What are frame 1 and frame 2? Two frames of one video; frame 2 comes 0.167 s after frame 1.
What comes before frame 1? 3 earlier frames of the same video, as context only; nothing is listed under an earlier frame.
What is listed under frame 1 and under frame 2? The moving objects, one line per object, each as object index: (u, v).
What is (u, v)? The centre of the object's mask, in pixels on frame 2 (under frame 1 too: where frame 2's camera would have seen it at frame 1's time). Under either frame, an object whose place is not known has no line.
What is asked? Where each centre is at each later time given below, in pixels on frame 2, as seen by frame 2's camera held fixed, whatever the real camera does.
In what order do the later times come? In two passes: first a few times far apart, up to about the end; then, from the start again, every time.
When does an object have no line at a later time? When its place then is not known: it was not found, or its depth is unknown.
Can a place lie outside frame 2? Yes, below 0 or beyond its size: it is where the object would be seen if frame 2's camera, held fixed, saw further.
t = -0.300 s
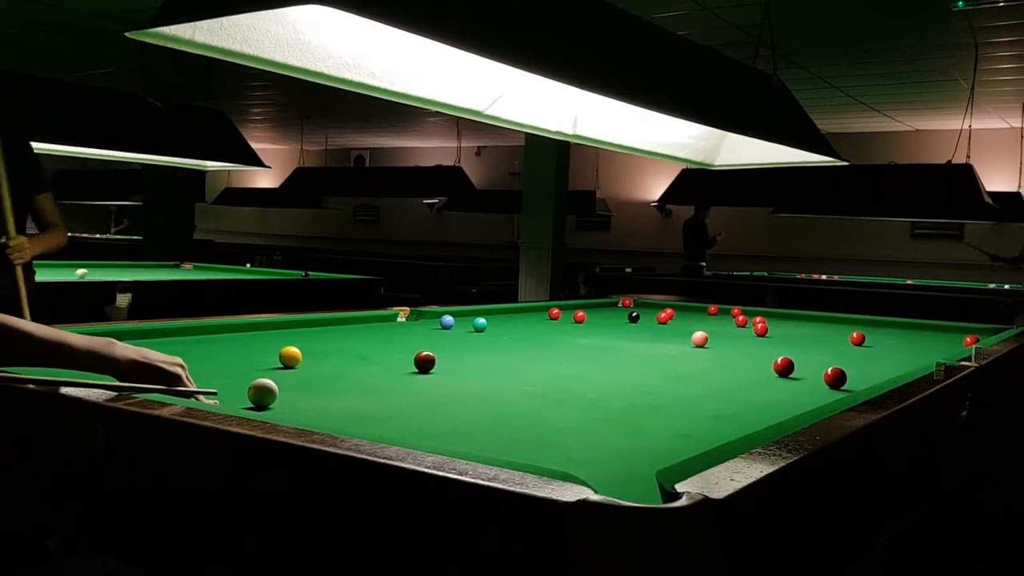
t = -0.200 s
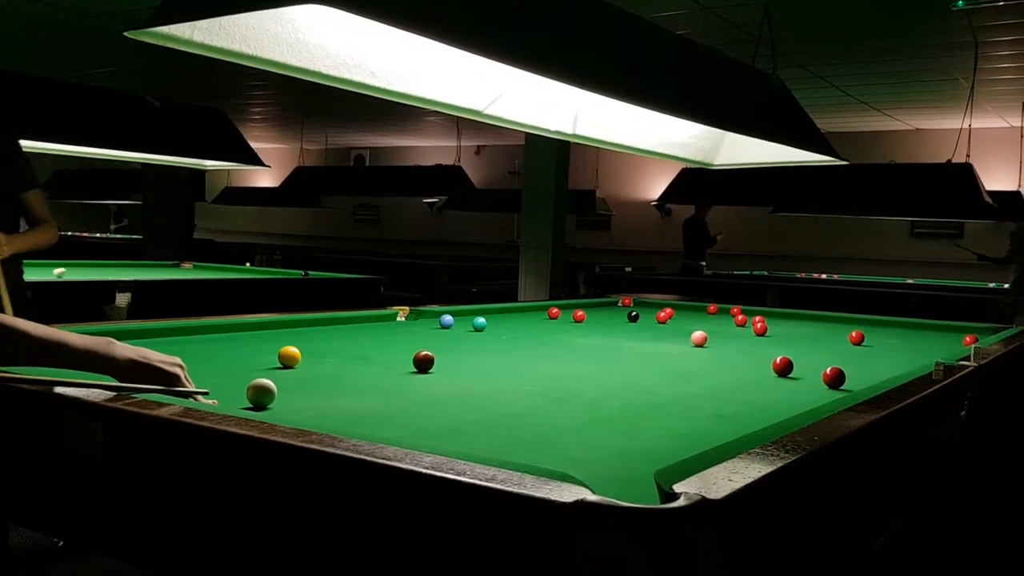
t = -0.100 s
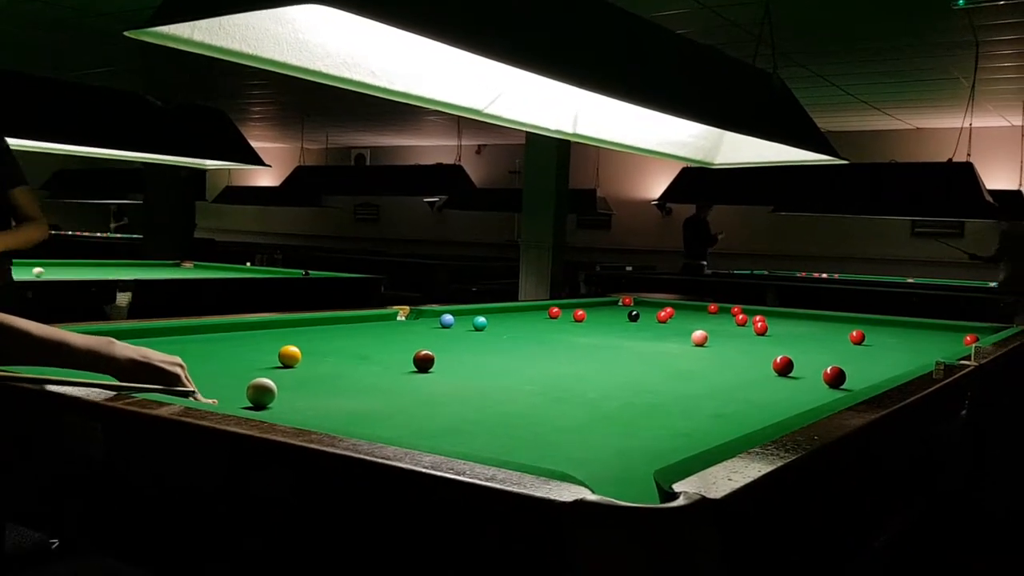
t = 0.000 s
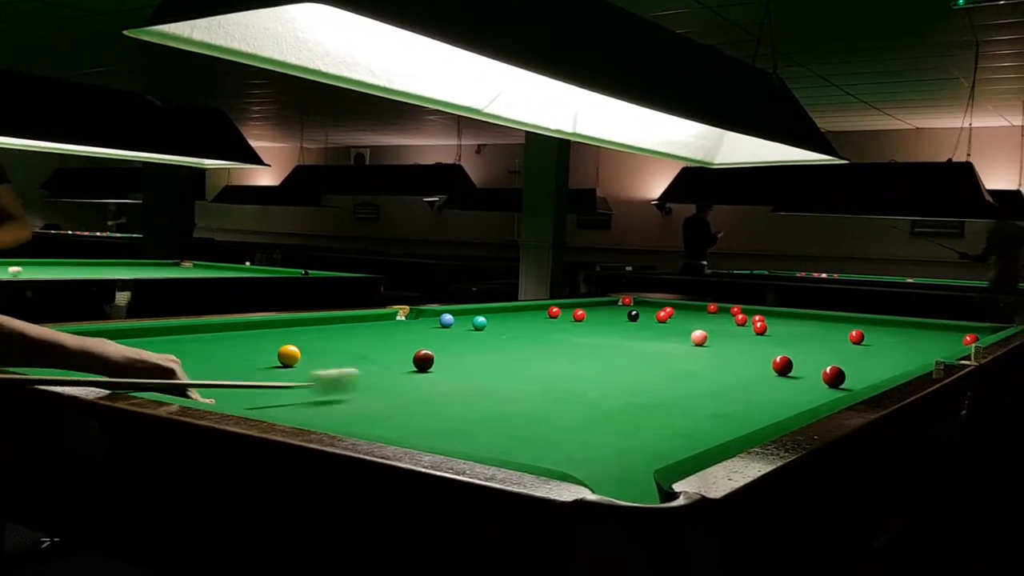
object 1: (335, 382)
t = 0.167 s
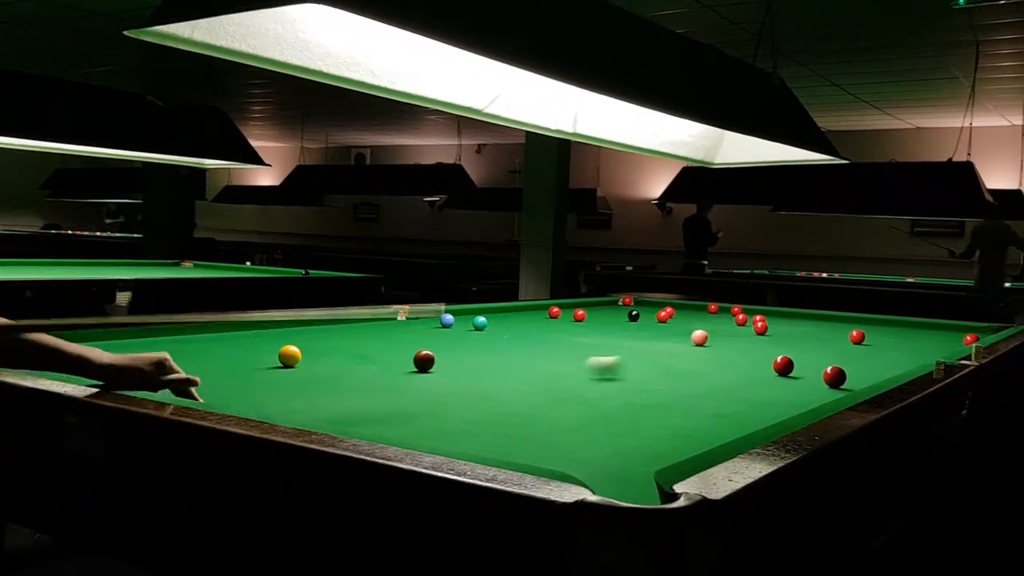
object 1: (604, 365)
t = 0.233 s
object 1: (681, 362)
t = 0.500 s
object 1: (892, 348)
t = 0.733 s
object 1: (959, 340)
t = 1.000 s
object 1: (921, 336)
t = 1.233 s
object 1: (903, 331)
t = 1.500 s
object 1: (883, 326)
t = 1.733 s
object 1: (867, 323)
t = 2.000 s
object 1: (852, 320)
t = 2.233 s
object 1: (840, 317)
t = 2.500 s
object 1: (821, 315)
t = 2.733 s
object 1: (795, 314)
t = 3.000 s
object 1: (767, 313)
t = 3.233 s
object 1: (743, 311)
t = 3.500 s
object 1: (717, 311)
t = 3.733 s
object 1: (696, 311)
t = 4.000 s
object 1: (675, 309)
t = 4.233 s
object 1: (654, 309)
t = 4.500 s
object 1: (636, 307)
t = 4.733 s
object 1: (619, 308)
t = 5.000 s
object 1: (602, 307)
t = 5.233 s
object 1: (589, 306)
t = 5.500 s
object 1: (576, 306)
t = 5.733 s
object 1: (566, 306)
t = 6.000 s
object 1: (555, 304)
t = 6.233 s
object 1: (555, 304)
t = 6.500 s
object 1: (557, 305)
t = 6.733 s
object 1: (558, 305)
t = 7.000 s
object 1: (559, 305)
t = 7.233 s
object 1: (559, 305)
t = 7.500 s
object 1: (559, 305)
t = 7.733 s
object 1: (560, 306)
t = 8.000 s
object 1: (560, 306)
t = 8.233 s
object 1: (560, 306)
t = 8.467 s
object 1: (559, 306)
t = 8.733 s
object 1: (559, 306)
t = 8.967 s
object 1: (560, 305)
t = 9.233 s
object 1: (559, 305)
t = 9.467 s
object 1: (559, 306)
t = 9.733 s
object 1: (559, 306)
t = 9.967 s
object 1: (559, 306)
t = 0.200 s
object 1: (644, 363)
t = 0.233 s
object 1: (681, 362)
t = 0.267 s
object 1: (716, 360)
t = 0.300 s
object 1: (747, 357)
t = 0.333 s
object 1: (774, 352)
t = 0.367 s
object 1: (802, 354)
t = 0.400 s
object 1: (827, 352)
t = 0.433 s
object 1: (851, 351)
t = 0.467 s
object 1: (872, 349)
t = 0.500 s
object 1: (892, 348)
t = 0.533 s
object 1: (911, 347)
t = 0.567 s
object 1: (928, 346)
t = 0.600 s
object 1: (944, 345)
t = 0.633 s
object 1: (960, 343)
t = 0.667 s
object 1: (970, 341)
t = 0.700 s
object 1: (965, 340)
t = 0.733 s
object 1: (959, 340)
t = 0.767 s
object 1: (952, 340)
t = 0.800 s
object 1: (946, 339)
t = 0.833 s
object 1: (940, 339)
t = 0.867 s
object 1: (935, 338)
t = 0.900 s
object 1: (931, 337)
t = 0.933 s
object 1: (927, 337)
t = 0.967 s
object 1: (924, 336)
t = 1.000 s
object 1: (921, 336)
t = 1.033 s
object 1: (919, 335)
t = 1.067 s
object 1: (916, 334)
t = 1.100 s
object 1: (913, 334)
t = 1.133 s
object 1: (910, 333)
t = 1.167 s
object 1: (908, 332)
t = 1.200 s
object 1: (905, 332)
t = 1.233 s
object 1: (903, 331)
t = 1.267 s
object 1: (900, 331)
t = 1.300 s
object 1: (897, 330)
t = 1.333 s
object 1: (895, 329)
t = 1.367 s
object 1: (892, 329)
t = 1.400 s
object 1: (890, 328)
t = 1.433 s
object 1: (888, 328)
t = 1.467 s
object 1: (885, 327)
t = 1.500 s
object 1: (883, 326)
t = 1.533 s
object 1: (881, 326)
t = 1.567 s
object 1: (879, 325)
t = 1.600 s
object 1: (877, 325)
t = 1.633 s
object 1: (875, 324)
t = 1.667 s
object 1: (872, 324)
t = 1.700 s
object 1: (870, 323)
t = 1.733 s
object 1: (867, 323)
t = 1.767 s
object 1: (866, 322)
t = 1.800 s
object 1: (864, 322)
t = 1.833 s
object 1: (862, 322)
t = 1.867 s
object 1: (860, 321)
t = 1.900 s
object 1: (858, 321)
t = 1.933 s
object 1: (856, 320)
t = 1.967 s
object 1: (854, 320)
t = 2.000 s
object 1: (852, 320)
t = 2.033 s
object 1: (850, 319)
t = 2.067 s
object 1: (848, 319)
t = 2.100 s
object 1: (846, 319)
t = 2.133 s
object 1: (845, 318)
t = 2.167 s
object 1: (843, 318)
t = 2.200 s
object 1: (841, 318)
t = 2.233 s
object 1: (840, 317)
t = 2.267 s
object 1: (838, 317)
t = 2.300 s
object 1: (836, 316)
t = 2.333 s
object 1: (835, 316)
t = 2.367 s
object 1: (833, 316)
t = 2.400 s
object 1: (832, 316)
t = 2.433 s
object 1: (829, 315)
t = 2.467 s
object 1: (825, 315)
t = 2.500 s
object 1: (821, 315)
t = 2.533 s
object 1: (817, 315)
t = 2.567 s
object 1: (814, 314)
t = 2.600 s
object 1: (810, 315)
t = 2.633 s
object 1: (806, 314)
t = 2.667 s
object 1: (802, 314)
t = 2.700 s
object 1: (799, 314)
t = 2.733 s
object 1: (795, 314)
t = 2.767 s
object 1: (791, 314)
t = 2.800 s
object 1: (788, 314)
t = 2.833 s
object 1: (784, 314)
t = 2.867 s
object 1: (780, 313)
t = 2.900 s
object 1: (777, 313)
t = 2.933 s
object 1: (774, 313)
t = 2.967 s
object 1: (770, 313)
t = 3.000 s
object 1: (767, 313)
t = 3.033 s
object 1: (763, 312)
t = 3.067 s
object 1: (760, 312)
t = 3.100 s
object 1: (756, 312)
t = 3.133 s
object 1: (752, 312)
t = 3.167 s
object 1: (749, 312)
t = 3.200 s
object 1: (746, 311)
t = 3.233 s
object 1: (743, 311)
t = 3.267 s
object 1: (740, 311)
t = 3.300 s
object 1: (736, 311)
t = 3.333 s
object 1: (733, 312)
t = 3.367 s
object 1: (730, 312)
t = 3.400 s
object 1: (726, 312)
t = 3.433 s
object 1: (723, 312)
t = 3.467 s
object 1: (720, 311)
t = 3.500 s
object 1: (717, 311)
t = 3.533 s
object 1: (714, 311)
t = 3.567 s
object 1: (711, 311)
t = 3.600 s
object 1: (708, 311)
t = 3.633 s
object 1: (705, 311)
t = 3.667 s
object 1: (702, 311)
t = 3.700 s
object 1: (699, 310)
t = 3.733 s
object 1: (696, 311)
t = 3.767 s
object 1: (693, 310)
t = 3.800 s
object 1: (690, 310)
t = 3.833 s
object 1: (687, 310)
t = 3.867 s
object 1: (685, 310)
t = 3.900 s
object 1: (682, 310)
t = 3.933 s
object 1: (679, 310)
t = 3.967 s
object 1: (677, 309)
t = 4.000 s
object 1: (675, 309)
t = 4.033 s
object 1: (672, 308)
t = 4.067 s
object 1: (668, 307)
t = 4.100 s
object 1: (664, 307)
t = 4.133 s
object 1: (661, 307)
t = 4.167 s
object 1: (659, 308)
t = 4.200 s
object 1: (657, 308)
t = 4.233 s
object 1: (654, 309)
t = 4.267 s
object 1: (652, 309)
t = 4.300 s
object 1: (650, 309)
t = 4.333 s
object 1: (647, 309)
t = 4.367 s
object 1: (645, 309)
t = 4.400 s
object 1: (643, 309)
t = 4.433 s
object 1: (641, 308)
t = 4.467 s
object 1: (638, 308)
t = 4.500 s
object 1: (636, 307)
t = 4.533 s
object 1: (633, 307)
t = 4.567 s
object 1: (630, 307)
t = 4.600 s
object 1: (628, 307)
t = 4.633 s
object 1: (626, 308)
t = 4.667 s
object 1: (624, 308)
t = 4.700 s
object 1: (622, 308)
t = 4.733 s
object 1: (619, 308)
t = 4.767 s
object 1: (617, 308)
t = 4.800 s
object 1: (615, 308)
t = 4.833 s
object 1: (613, 307)
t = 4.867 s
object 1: (611, 307)
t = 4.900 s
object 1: (609, 307)
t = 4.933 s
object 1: (606, 307)
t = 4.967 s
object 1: (605, 307)
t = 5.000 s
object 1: (602, 307)
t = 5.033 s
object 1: (601, 307)
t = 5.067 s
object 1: (599, 307)
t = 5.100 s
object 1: (597, 307)
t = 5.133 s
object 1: (595, 307)
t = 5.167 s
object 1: (593, 306)
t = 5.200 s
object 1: (591, 306)
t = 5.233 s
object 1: (589, 306)
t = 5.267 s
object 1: (587, 306)
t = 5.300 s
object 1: (586, 306)
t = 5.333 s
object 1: (584, 306)
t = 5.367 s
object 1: (582, 306)
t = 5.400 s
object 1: (581, 306)
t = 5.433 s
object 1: (579, 306)
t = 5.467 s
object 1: (577, 306)
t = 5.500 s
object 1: (576, 306)
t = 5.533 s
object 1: (574, 306)
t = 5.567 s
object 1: (573, 306)
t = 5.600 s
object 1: (571, 306)
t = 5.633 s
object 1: (570, 306)
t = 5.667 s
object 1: (568, 306)
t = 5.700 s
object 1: (567, 306)
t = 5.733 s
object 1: (566, 306)
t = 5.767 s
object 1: (564, 306)
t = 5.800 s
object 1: (563, 306)
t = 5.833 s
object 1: (562, 305)
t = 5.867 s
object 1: (561, 305)
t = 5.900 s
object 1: (560, 305)
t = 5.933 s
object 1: (558, 305)
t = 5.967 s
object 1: (557, 304)
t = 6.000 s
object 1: (555, 304)
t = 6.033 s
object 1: (554, 304)
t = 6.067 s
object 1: (554, 304)
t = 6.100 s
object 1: (554, 304)
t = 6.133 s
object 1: (554, 304)
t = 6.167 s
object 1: (555, 305)
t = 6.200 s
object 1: (555, 304)
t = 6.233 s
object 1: (555, 304)
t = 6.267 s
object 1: (556, 304)
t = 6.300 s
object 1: (556, 305)
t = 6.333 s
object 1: (556, 305)
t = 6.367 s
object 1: (556, 305)
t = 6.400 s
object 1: (557, 305)
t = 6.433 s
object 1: (557, 305)
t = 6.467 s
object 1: (557, 305)
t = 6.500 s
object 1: (557, 305)
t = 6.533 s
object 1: (557, 305)
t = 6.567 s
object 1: (557, 305)
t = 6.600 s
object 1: (558, 305)
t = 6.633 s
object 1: (558, 305)
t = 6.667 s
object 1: (558, 305)
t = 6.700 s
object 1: (558, 305)
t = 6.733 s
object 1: (558, 305)
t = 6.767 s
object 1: (558, 305)
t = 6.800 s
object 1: (558, 305)
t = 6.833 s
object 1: (558, 305)
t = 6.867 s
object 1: (559, 305)
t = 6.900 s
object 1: (559, 305)
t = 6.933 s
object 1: (559, 305)
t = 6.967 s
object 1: (559, 305)
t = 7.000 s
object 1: (559, 305)
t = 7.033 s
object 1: (559, 305)
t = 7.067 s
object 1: (559, 305)
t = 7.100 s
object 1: (559, 305)
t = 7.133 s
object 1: (559, 305)
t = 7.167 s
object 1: (559, 305)
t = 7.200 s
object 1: (559, 305)
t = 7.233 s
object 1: (559, 305)
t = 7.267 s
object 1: (559, 305)
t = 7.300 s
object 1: (559, 305)
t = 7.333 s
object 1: (559, 305)
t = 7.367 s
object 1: (559, 305)
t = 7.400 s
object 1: (559, 305)
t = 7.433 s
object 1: (559, 306)
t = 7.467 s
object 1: (559, 306)
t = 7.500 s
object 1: (559, 305)
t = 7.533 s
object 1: (560, 306)
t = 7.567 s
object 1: (559, 306)
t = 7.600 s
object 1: (560, 305)
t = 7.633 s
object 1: (560, 306)
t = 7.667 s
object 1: (560, 305)
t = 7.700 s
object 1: (559, 306)
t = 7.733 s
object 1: (560, 306)
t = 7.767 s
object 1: (560, 306)
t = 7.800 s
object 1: (560, 306)
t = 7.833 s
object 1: (560, 306)
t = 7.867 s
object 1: (560, 306)
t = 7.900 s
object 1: (560, 306)
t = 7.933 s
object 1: (560, 306)
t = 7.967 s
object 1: (559, 306)
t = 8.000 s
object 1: (560, 306)
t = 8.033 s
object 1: (560, 306)
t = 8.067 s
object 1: (560, 306)
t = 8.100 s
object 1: (560, 305)
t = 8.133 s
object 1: (560, 306)
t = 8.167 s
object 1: (560, 306)
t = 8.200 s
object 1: (559, 306)
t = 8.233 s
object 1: (560, 306)
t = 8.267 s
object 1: (560, 306)
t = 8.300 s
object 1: (559, 306)
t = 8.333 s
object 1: (559, 306)
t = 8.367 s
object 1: (560, 306)
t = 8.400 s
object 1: (560, 306)
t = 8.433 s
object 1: (559, 306)
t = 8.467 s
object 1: (559, 306)
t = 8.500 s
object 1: (560, 306)
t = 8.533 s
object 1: (560, 306)
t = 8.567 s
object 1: (560, 306)
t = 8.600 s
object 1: (559, 306)
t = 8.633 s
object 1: (560, 306)
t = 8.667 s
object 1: (560, 306)
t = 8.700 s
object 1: (560, 306)
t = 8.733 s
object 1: (559, 306)
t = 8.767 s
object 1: (560, 306)
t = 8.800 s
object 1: (560, 305)
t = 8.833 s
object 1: (560, 306)
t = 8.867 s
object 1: (560, 306)
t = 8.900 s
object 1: (560, 306)
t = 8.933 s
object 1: (560, 306)
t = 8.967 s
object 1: (560, 305)
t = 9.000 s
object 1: (560, 305)
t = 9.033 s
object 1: (559, 305)
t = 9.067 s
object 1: (559, 305)
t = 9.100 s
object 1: (559, 305)
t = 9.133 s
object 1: (559, 305)
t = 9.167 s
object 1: (559, 306)
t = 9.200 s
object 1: (559, 306)
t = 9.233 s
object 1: (559, 305)
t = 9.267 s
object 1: (559, 306)
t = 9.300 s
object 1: (559, 306)
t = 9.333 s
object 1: (559, 306)
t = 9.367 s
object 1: (559, 305)
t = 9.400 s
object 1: (559, 306)
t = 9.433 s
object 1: (559, 306)
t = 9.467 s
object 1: (559, 306)
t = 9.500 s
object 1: (559, 306)
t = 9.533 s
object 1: (559, 306)
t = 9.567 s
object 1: (559, 306)
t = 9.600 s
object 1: (559, 306)
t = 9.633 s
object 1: (559, 306)
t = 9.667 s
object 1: (559, 305)
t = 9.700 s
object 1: (559, 306)
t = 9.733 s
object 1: (559, 306)
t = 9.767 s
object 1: (559, 306)
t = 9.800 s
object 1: (559, 306)
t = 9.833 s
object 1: (559, 306)
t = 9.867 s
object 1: (560, 306)
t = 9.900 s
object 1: (559, 306)
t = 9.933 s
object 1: (559, 306)
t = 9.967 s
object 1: (559, 306)
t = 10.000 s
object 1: (559, 306)
